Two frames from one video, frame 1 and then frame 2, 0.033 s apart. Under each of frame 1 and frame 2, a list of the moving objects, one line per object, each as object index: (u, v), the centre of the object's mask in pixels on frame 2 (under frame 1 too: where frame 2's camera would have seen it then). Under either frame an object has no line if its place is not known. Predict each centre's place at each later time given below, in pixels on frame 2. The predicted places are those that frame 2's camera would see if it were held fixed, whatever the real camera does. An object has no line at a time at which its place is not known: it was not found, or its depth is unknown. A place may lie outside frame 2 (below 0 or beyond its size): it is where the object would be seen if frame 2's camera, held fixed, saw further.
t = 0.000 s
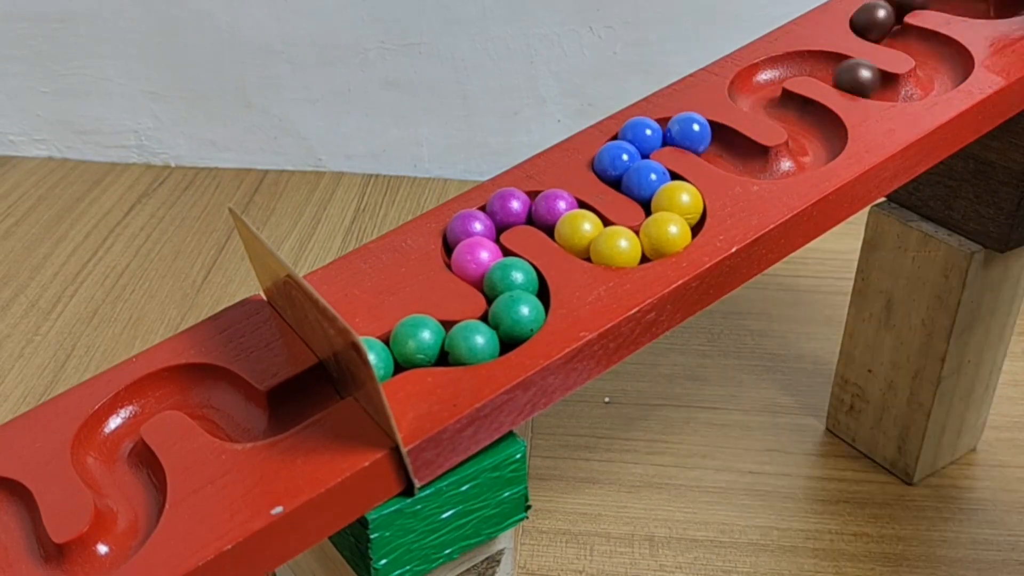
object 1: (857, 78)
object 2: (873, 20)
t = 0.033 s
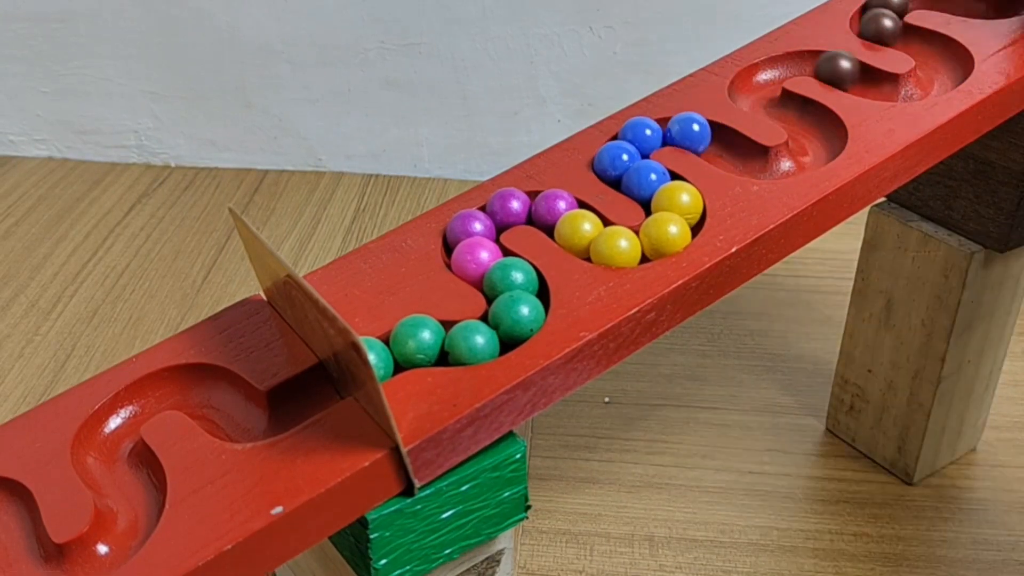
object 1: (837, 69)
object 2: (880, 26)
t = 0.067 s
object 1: (816, 62)
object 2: (904, 36)
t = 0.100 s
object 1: (791, 63)
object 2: (926, 43)
